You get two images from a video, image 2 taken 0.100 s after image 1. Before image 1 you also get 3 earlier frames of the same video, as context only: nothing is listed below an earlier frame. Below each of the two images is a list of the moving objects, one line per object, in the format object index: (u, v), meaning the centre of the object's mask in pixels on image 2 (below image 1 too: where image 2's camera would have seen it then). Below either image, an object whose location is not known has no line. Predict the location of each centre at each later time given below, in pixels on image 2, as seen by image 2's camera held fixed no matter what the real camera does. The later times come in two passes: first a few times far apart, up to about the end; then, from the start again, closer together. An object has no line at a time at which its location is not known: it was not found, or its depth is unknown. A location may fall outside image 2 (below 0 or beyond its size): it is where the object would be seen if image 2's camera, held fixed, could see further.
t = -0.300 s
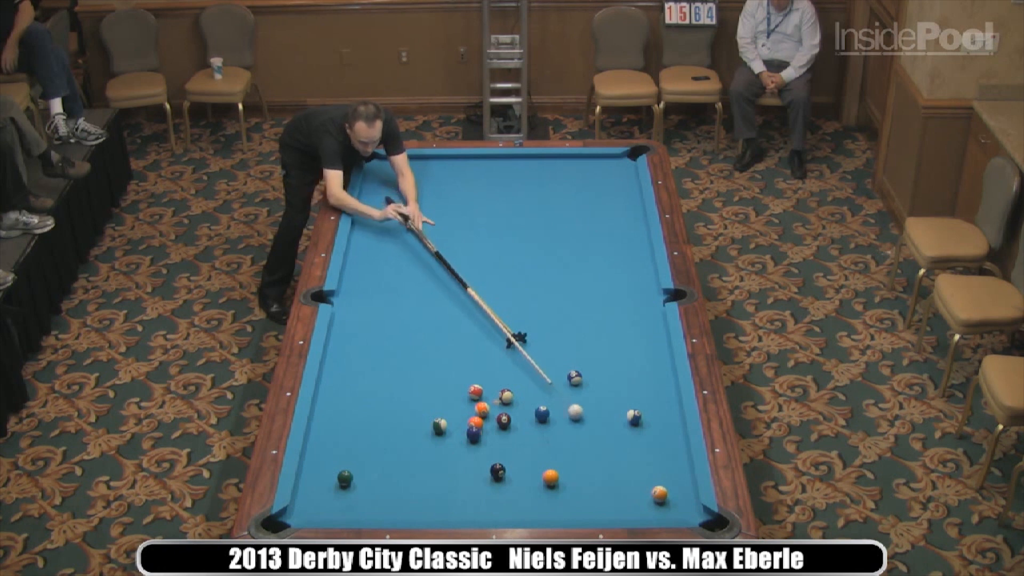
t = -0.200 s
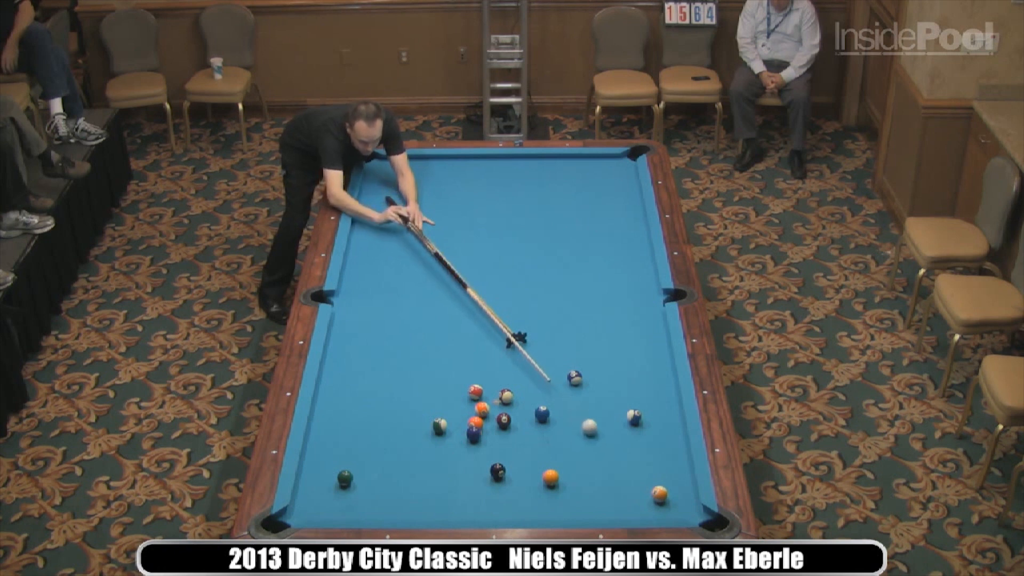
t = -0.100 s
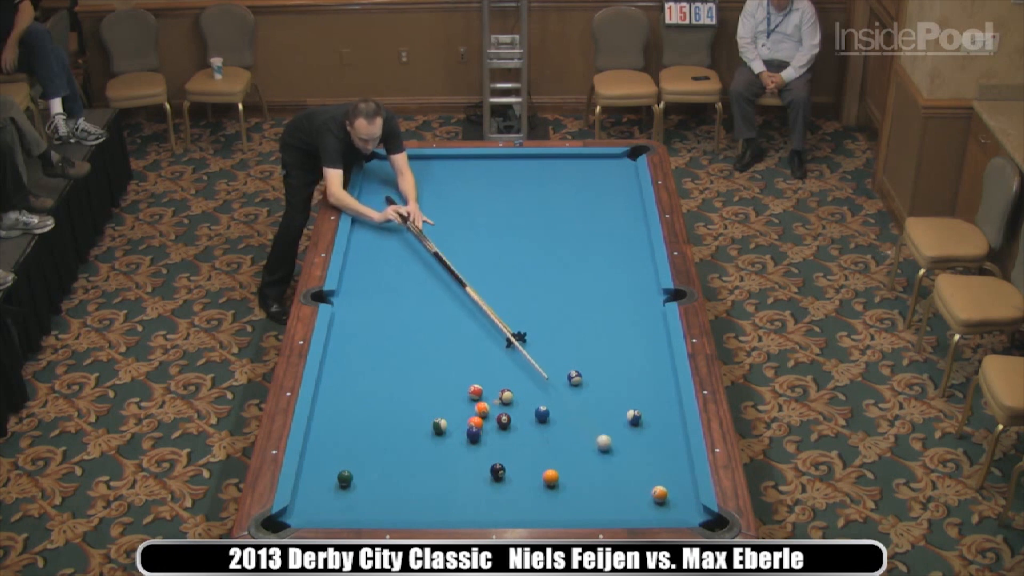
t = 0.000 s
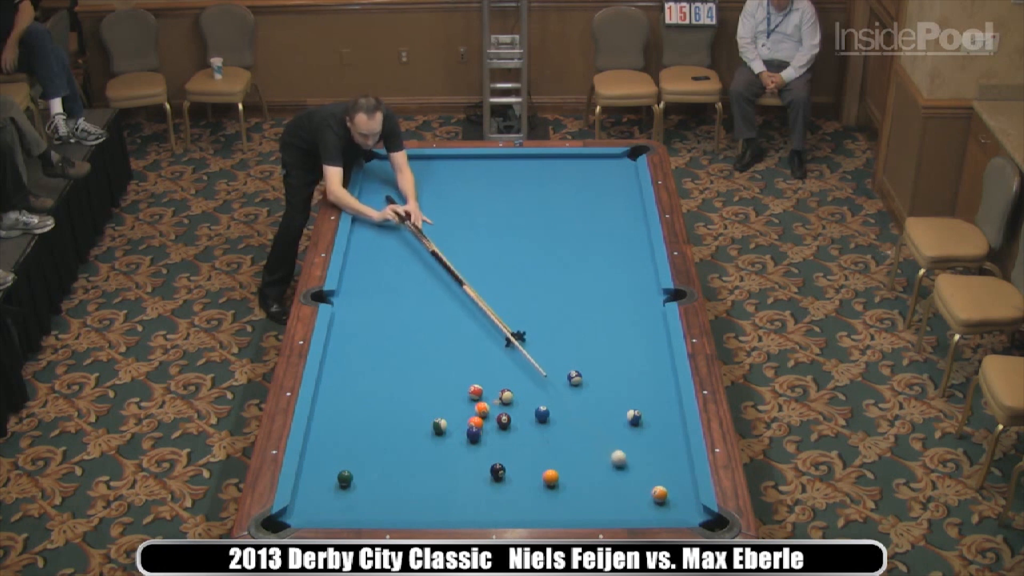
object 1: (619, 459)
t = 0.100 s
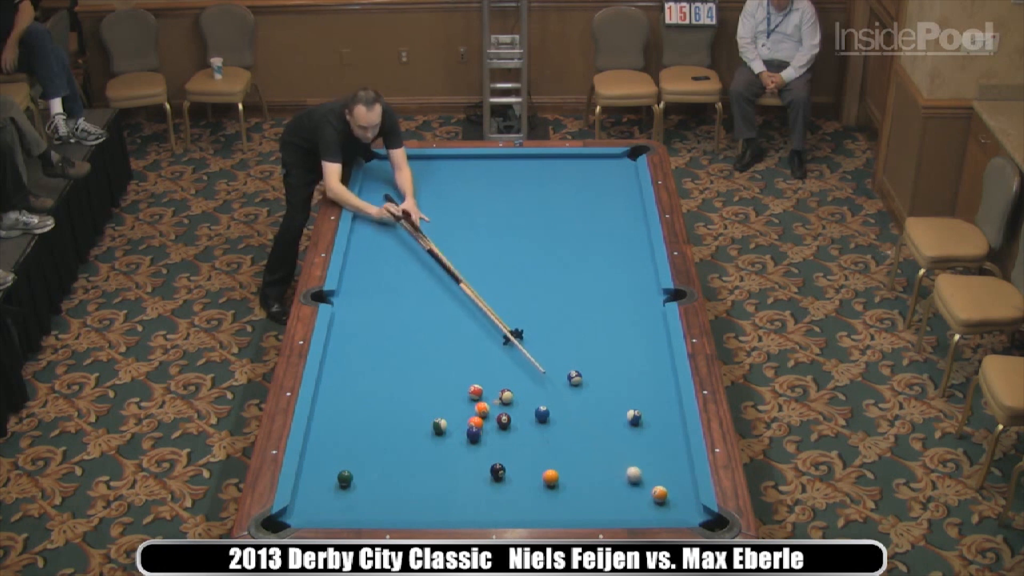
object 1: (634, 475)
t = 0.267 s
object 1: (643, 493)
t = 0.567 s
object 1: (637, 511)
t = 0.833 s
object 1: (630, 508)
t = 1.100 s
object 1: (623, 497)
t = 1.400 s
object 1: (617, 488)
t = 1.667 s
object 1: (611, 481)
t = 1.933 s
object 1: (607, 475)
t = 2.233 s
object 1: (602, 471)
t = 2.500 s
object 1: (599, 467)
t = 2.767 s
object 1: (597, 464)
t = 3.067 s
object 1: (595, 462)
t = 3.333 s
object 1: (595, 461)
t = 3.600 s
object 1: (595, 460)
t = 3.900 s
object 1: (594, 460)
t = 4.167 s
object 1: (594, 460)
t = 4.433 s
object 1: (594, 460)
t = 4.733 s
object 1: (595, 460)
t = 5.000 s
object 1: (594, 460)
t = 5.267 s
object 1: (595, 460)
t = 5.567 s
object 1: (595, 460)
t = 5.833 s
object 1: (594, 460)
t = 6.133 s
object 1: (595, 460)
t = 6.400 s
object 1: (595, 460)
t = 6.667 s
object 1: (594, 460)
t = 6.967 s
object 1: (594, 460)
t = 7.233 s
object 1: (594, 460)
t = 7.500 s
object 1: (594, 460)
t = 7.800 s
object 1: (594, 460)
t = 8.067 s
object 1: (595, 460)
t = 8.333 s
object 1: (594, 460)
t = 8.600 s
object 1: (594, 460)
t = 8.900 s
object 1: (595, 460)
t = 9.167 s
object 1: (595, 460)
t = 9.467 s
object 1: (595, 460)
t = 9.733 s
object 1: (594, 460)
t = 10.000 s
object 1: (594, 460)
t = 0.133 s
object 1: (639, 480)
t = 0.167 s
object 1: (644, 486)
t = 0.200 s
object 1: (645, 489)
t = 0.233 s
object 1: (643, 491)
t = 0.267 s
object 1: (643, 493)
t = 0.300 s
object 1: (642, 496)
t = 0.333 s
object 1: (642, 498)
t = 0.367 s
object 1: (641, 500)
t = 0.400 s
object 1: (640, 502)
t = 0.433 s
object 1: (640, 505)
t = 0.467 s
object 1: (639, 507)
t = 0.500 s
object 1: (639, 509)
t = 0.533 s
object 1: (638, 510)
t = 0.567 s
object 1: (637, 511)
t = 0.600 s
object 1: (637, 513)
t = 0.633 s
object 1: (635, 512)
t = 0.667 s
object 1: (635, 511)
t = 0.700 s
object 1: (634, 511)
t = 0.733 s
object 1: (633, 510)
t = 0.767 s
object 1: (632, 509)
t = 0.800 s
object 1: (631, 508)
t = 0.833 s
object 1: (630, 508)
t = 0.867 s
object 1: (629, 506)
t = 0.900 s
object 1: (629, 505)
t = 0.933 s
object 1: (628, 503)
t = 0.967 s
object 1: (627, 502)
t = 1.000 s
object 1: (626, 501)
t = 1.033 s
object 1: (625, 500)
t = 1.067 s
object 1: (624, 499)
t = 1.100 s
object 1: (623, 497)
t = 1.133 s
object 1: (622, 496)
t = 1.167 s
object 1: (622, 495)
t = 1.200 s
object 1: (621, 494)
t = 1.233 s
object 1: (620, 493)
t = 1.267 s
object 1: (619, 492)
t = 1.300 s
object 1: (619, 491)
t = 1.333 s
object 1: (618, 490)
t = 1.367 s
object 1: (617, 489)
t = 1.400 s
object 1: (617, 488)
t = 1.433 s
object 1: (616, 487)
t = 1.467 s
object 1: (615, 486)
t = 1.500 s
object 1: (615, 485)
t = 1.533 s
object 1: (614, 485)
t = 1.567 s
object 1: (613, 484)
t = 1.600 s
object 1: (613, 483)
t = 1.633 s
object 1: (612, 482)
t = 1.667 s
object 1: (611, 481)
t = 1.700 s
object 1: (611, 481)
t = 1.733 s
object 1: (610, 480)
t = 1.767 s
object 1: (610, 479)
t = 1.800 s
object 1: (609, 478)
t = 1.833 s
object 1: (608, 478)
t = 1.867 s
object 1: (608, 477)
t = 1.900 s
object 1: (607, 476)
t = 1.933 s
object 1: (607, 475)
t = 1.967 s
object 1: (606, 475)
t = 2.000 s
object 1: (606, 475)
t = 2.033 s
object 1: (605, 474)
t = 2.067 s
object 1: (605, 473)
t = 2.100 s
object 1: (604, 473)
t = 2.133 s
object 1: (604, 472)
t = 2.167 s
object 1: (603, 471)
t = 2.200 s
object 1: (603, 471)
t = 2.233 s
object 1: (602, 471)
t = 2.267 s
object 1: (602, 470)
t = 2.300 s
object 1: (601, 469)
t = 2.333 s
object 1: (601, 469)
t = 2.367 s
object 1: (600, 468)
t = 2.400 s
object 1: (600, 468)
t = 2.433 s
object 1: (600, 467)
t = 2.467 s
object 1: (599, 467)
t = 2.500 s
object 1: (599, 467)
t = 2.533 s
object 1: (599, 467)
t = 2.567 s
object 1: (598, 466)
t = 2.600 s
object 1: (598, 466)
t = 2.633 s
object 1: (598, 466)
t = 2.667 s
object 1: (597, 465)
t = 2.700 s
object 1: (597, 465)
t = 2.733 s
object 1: (597, 465)
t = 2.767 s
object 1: (597, 464)
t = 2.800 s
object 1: (597, 464)
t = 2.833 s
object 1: (596, 464)
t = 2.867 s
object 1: (596, 464)
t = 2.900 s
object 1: (596, 463)
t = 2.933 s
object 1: (596, 463)
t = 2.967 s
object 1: (596, 463)
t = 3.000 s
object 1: (595, 463)
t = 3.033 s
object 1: (595, 462)
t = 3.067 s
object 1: (595, 462)
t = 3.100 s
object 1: (595, 462)
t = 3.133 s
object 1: (595, 462)
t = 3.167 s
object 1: (595, 462)
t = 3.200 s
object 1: (595, 461)
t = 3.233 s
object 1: (595, 461)
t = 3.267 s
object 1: (595, 461)
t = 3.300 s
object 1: (595, 461)
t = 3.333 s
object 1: (595, 461)
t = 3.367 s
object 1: (595, 460)
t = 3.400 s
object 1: (595, 460)
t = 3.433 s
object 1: (595, 460)
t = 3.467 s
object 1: (595, 460)
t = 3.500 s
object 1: (595, 460)
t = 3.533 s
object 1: (595, 460)
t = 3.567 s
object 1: (595, 460)
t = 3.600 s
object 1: (595, 460)
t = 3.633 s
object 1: (595, 460)
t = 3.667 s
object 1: (594, 460)
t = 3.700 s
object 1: (595, 460)
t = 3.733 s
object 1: (595, 460)
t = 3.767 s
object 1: (595, 460)
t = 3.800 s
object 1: (594, 460)
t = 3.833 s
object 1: (595, 460)
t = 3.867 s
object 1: (594, 460)
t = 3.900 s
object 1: (594, 460)
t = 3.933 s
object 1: (594, 460)
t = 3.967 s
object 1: (595, 460)
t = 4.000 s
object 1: (595, 460)
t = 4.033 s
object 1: (594, 460)
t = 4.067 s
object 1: (594, 460)
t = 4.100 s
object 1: (595, 460)
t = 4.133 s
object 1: (594, 460)
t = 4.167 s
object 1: (594, 460)
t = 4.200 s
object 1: (594, 460)
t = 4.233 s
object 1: (595, 460)
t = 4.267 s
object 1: (594, 460)
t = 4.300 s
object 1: (594, 460)
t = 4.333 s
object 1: (594, 460)
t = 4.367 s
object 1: (595, 460)
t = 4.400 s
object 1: (594, 460)
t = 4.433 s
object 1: (594, 460)
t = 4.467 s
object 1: (595, 460)
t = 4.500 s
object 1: (594, 460)
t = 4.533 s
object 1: (594, 460)
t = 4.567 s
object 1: (594, 460)
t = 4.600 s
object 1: (594, 460)
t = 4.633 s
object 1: (595, 460)
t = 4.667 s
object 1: (595, 460)
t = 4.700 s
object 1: (594, 460)
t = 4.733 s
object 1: (595, 460)
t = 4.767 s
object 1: (594, 460)
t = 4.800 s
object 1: (595, 460)
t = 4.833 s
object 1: (594, 460)
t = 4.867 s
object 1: (595, 460)
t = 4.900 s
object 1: (594, 460)
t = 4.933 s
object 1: (594, 460)
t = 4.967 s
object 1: (594, 460)
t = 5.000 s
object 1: (594, 460)
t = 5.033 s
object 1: (594, 460)
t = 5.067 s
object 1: (594, 460)
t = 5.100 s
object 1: (594, 460)
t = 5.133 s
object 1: (594, 460)
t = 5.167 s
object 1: (594, 460)
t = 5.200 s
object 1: (595, 460)
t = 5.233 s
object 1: (594, 460)
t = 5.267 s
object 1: (595, 460)
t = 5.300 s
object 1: (595, 460)
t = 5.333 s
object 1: (594, 460)
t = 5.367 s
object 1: (594, 460)
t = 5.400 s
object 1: (594, 460)
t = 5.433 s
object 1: (595, 460)
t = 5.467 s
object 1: (594, 460)
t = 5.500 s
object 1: (595, 460)
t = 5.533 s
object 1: (595, 460)
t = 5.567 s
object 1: (595, 460)
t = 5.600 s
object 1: (594, 460)
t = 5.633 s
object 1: (595, 460)
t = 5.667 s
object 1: (594, 460)
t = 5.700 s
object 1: (595, 460)
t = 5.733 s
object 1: (595, 460)
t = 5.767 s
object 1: (595, 460)
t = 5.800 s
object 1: (595, 460)
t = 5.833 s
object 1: (594, 460)
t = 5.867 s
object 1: (594, 460)
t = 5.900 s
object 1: (595, 460)
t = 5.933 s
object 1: (595, 460)
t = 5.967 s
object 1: (595, 460)
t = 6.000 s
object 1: (595, 460)
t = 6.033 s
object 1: (594, 460)
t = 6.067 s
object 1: (594, 460)
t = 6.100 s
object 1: (594, 460)
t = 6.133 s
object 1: (595, 460)
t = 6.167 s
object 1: (595, 460)
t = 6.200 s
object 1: (595, 460)
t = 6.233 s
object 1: (594, 460)
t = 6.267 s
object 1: (594, 460)
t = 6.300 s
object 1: (594, 460)
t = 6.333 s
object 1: (595, 460)
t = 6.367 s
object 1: (594, 460)
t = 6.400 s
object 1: (595, 460)
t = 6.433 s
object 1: (594, 460)
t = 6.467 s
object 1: (594, 460)
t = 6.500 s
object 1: (595, 460)
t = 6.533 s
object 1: (595, 460)
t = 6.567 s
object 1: (594, 460)
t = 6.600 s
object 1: (595, 460)
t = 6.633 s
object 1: (594, 460)
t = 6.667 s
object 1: (594, 460)
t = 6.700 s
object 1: (594, 460)
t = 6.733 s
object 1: (594, 460)
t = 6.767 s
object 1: (594, 460)
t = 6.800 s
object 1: (595, 460)
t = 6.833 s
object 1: (594, 460)
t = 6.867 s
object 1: (594, 460)
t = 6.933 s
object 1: (595, 460)
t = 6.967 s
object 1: (594, 460)
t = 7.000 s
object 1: (594, 460)
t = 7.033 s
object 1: (594, 460)
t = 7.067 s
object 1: (594, 460)
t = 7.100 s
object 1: (594, 460)
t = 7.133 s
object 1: (594, 460)
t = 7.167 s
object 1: (594, 460)
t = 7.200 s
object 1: (595, 460)
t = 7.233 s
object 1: (594, 460)
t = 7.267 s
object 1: (594, 460)
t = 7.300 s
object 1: (594, 460)
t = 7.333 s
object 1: (595, 460)
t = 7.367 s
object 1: (594, 460)
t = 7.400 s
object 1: (594, 460)
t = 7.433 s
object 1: (594, 460)
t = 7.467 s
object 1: (595, 460)
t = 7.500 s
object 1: (594, 460)
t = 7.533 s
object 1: (594, 460)
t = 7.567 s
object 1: (594, 460)
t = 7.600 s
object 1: (595, 460)
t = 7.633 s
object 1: (595, 460)
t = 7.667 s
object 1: (595, 460)
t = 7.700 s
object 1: (594, 460)
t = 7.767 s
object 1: (594, 460)
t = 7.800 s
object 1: (594, 460)
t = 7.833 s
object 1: (595, 460)
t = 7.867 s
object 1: (594, 460)
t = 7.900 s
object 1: (594, 460)
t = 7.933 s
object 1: (595, 460)
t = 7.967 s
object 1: (594, 460)
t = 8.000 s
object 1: (594, 460)
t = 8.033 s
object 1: (594, 460)
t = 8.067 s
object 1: (595, 460)
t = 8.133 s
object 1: (594, 460)
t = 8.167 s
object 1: (594, 460)
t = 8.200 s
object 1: (594, 460)
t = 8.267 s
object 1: (595, 460)
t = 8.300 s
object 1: (595, 460)
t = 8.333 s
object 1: (594, 460)
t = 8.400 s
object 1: (594, 460)
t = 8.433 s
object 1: (594, 460)
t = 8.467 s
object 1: (595, 460)
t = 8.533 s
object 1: (594, 460)
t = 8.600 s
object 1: (594, 460)
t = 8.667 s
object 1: (594, 460)
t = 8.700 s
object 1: (594, 460)
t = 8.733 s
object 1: (594, 460)
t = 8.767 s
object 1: (595, 460)
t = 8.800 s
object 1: (594, 460)
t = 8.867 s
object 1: (594, 460)
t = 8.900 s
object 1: (595, 460)
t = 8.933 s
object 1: (595, 460)
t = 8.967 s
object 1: (594, 460)
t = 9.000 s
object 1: (594, 460)
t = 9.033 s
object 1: (595, 460)
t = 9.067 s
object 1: (594, 460)
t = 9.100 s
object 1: (594, 460)
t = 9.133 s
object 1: (594, 460)
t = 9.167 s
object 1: (595, 460)
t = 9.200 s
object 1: (595, 460)
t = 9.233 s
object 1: (594, 460)
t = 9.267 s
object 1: (595, 460)
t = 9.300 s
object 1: (594, 460)
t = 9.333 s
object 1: (594, 460)
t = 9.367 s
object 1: (594, 460)
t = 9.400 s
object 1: (595, 460)
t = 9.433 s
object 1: (594, 460)
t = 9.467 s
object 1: (595, 460)
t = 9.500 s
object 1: (594, 460)
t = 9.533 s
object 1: (594, 460)
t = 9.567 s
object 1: (594, 460)
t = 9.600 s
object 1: (595, 460)
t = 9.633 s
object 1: (595, 460)
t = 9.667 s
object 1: (595, 460)
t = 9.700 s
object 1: (595, 460)
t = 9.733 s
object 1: (594, 460)
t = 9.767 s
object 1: (594, 460)
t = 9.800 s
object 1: (595, 460)
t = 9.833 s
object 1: (594, 460)
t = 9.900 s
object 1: (594, 460)
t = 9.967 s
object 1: (594, 460)
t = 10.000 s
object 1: (594, 460)
